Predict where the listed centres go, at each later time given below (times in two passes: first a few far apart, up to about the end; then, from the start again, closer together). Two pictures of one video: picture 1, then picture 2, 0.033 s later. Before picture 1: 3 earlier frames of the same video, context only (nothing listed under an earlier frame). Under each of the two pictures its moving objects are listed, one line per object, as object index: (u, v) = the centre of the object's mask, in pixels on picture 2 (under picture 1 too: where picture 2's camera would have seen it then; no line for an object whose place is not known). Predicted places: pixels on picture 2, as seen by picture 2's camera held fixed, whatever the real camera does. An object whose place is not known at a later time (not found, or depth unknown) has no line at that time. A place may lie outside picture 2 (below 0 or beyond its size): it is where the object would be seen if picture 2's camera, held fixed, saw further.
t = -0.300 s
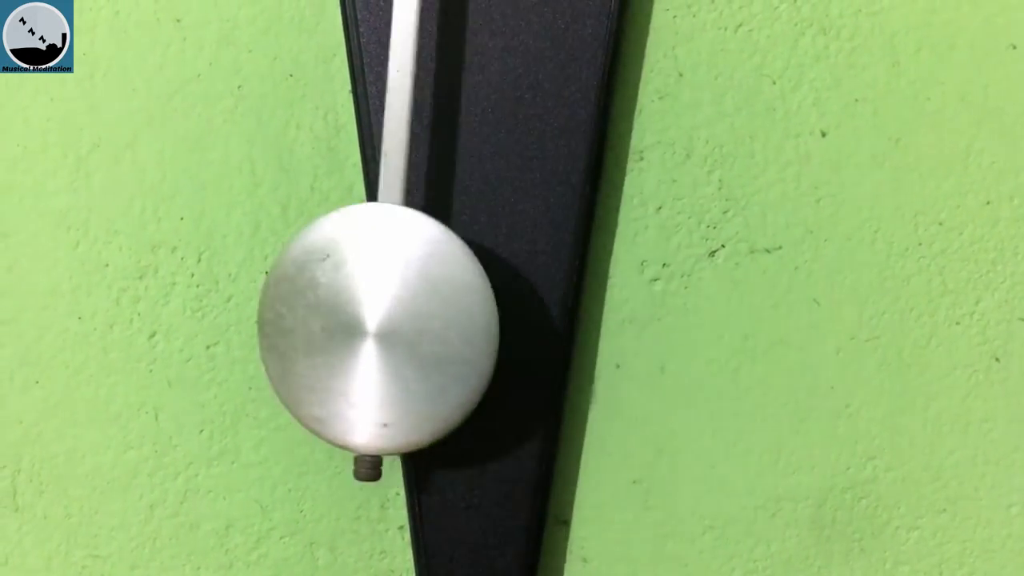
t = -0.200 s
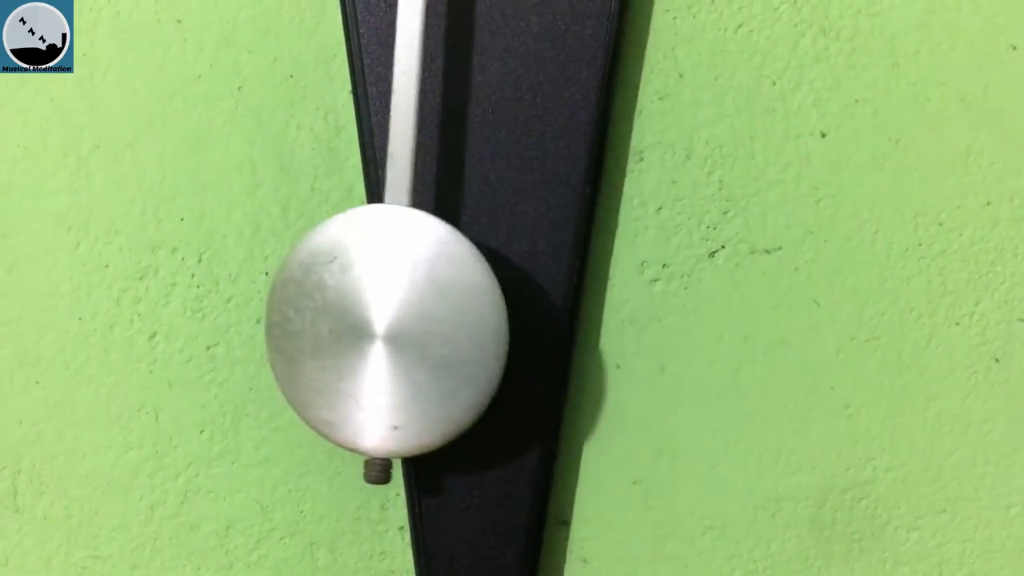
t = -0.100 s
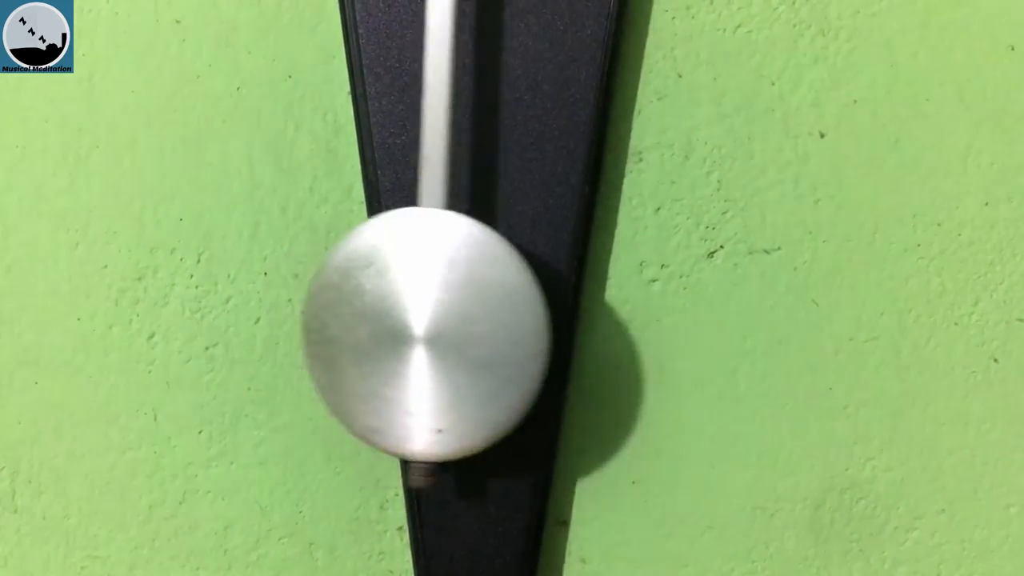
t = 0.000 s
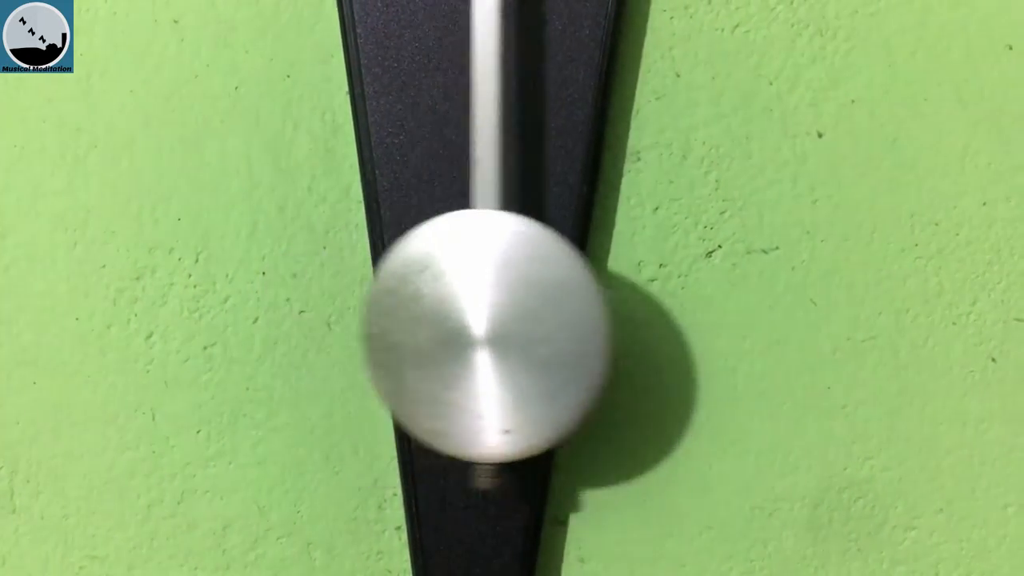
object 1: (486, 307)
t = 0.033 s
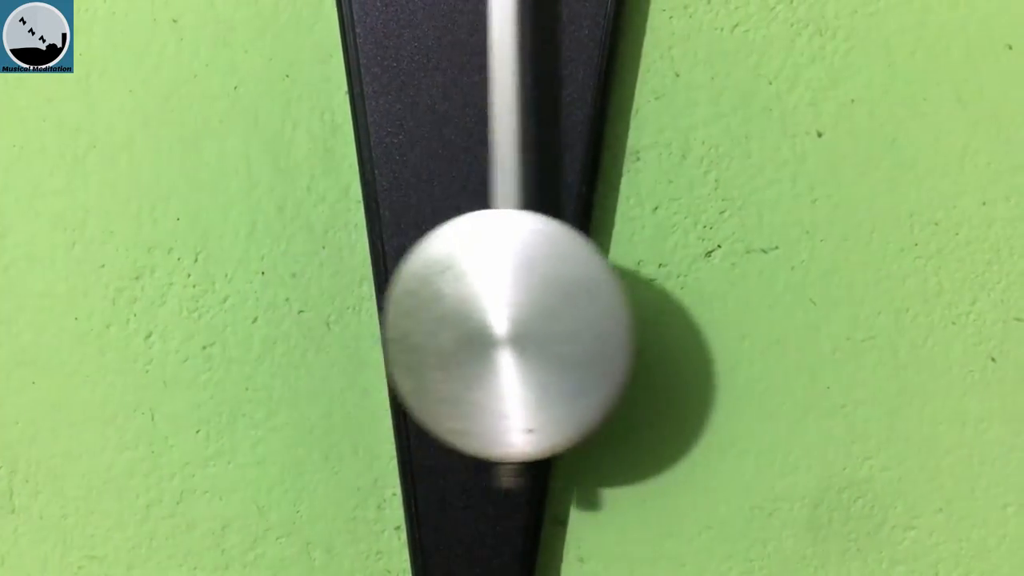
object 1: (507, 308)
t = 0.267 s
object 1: (616, 306)
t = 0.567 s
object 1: (519, 307)
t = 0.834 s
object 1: (381, 308)
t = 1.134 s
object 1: (458, 308)
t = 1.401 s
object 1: (602, 308)
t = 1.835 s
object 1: (456, 310)
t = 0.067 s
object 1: (528, 307)
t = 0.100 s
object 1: (549, 305)
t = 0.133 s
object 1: (568, 306)
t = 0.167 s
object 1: (584, 307)
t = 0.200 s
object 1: (598, 307)
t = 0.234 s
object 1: (609, 306)
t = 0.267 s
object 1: (616, 306)
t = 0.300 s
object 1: (619, 306)
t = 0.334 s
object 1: (618, 306)
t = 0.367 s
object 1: (613, 306)
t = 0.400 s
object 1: (604, 305)
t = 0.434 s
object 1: (592, 306)
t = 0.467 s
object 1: (577, 305)
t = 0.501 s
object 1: (559, 305)
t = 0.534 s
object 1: (539, 305)
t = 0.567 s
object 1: (519, 307)
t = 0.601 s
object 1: (499, 306)
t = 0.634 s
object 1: (478, 304)
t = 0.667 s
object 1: (458, 305)
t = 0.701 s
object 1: (437, 307)
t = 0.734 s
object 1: (419, 307)
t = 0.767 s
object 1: (404, 308)
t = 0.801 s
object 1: (391, 308)
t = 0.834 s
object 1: (381, 308)
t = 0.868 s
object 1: (376, 308)
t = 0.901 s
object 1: (374, 308)
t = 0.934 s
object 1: (376, 309)
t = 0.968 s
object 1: (382, 309)
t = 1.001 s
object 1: (391, 309)
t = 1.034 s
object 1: (404, 309)
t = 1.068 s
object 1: (420, 309)
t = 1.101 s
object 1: (438, 307)
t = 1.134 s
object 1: (458, 308)
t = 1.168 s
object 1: (479, 308)
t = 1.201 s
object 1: (500, 308)
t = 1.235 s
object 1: (520, 308)
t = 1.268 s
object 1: (540, 307)
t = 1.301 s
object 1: (559, 307)
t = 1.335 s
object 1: (576, 308)
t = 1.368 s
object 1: (590, 308)
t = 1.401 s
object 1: (602, 308)
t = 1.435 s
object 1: (609, 308)
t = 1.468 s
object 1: (613, 308)
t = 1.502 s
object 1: (613, 308)
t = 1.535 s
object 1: (610, 309)
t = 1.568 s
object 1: (602, 310)
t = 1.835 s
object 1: (456, 310)
